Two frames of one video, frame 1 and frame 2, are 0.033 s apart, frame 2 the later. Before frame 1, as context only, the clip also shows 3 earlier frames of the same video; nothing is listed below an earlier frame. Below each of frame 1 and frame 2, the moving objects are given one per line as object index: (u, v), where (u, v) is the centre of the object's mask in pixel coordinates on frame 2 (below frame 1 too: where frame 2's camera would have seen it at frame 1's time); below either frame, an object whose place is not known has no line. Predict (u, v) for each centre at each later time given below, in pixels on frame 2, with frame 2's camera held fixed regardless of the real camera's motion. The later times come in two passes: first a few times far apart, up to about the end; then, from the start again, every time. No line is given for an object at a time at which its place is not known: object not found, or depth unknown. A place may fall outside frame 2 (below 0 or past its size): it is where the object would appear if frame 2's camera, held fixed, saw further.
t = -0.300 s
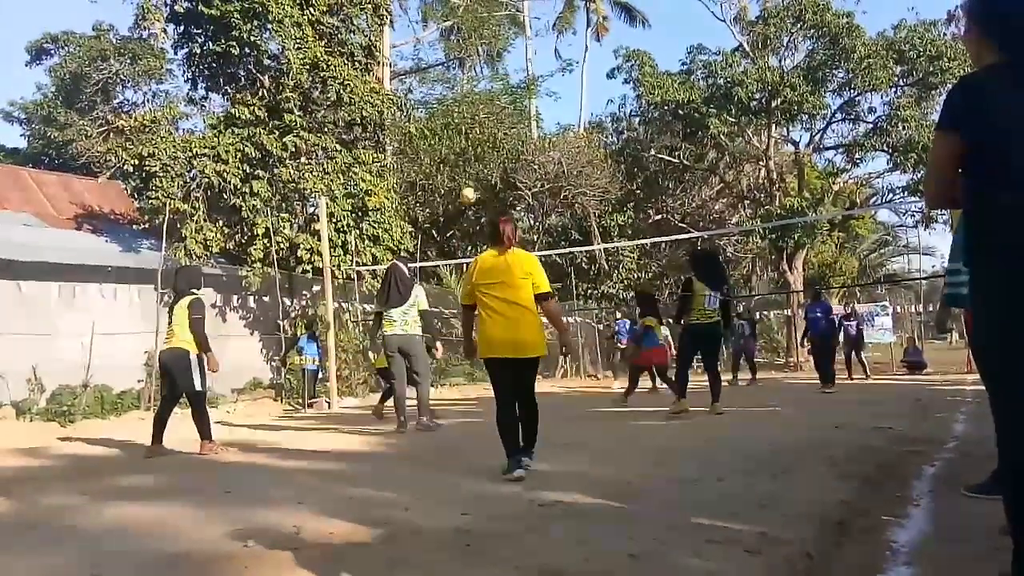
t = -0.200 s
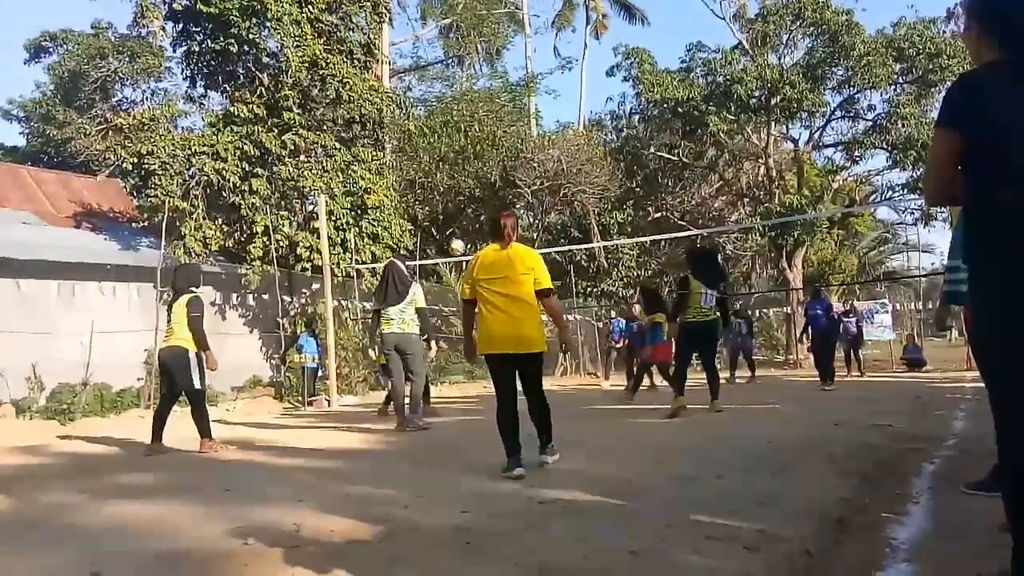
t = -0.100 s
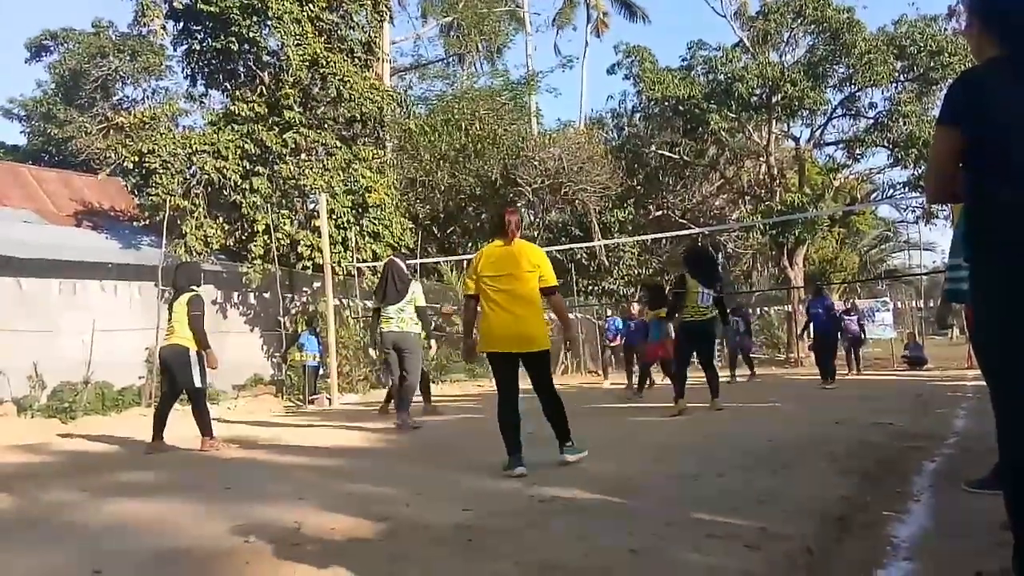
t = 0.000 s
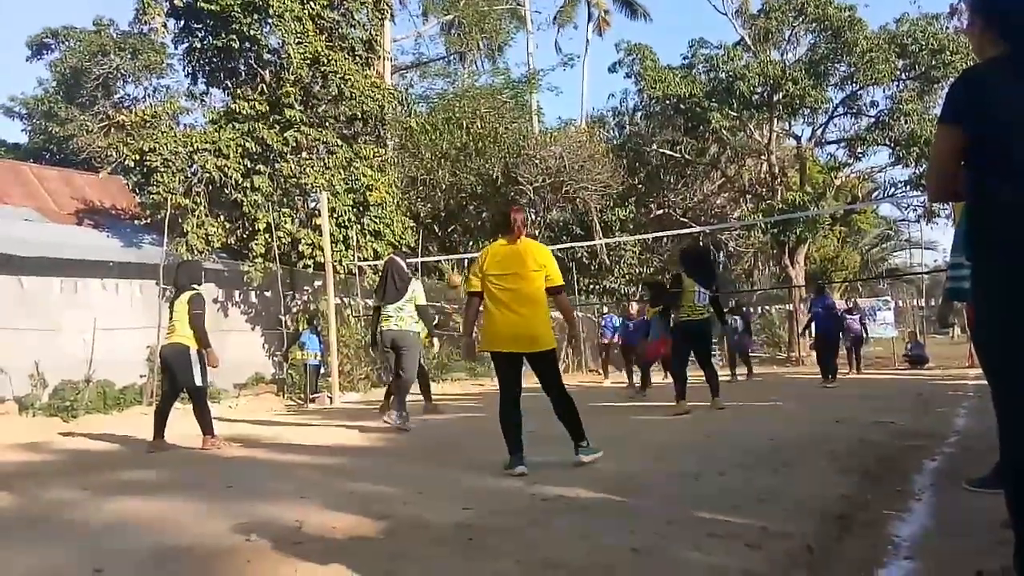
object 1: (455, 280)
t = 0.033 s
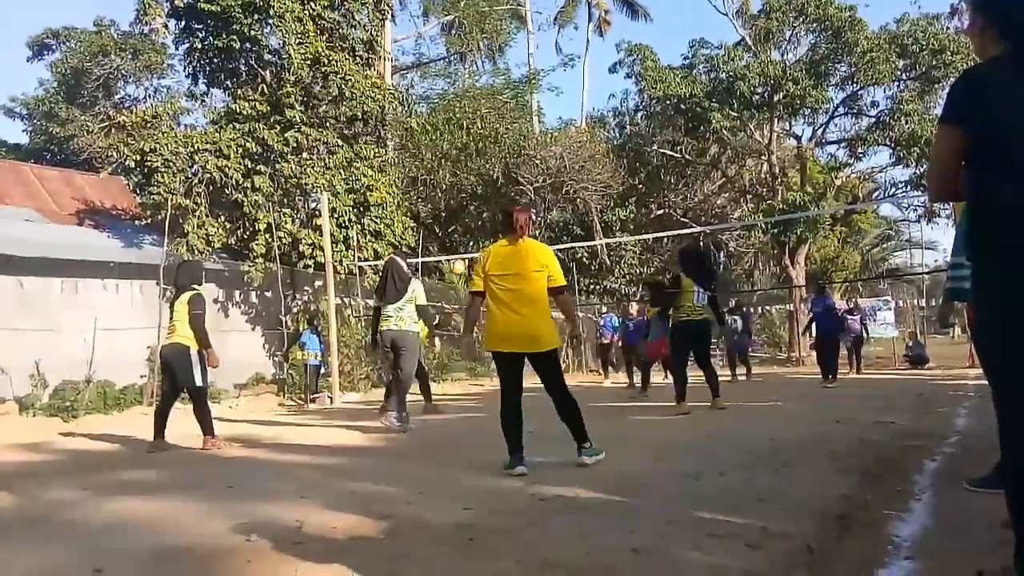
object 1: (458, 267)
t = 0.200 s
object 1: (474, 213)
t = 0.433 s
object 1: (501, 173)
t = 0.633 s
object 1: (523, 171)
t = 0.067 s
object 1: (461, 255)
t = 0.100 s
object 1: (464, 243)
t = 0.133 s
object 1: (467, 233)
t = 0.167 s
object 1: (470, 221)
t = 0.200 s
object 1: (474, 213)
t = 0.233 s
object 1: (478, 205)
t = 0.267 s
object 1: (481, 197)
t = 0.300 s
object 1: (485, 191)
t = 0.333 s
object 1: (490, 185)
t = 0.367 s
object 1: (494, 180)
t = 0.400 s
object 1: (497, 176)
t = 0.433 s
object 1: (501, 173)
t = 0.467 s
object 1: (504, 171)
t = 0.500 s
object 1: (508, 169)
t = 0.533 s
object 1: (512, 168)
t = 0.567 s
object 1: (515, 169)
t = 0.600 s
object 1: (519, 170)
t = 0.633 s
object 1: (523, 171)
